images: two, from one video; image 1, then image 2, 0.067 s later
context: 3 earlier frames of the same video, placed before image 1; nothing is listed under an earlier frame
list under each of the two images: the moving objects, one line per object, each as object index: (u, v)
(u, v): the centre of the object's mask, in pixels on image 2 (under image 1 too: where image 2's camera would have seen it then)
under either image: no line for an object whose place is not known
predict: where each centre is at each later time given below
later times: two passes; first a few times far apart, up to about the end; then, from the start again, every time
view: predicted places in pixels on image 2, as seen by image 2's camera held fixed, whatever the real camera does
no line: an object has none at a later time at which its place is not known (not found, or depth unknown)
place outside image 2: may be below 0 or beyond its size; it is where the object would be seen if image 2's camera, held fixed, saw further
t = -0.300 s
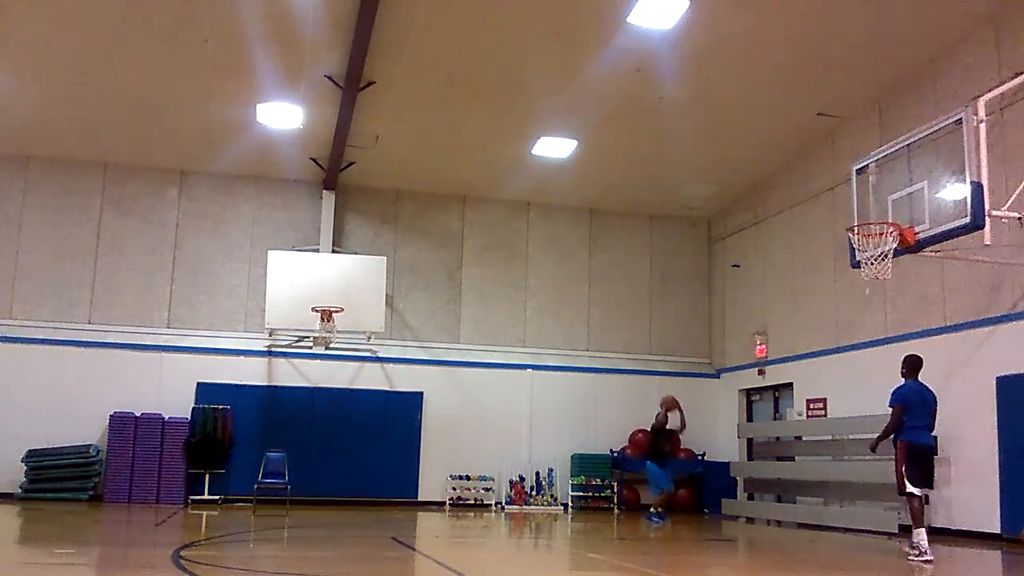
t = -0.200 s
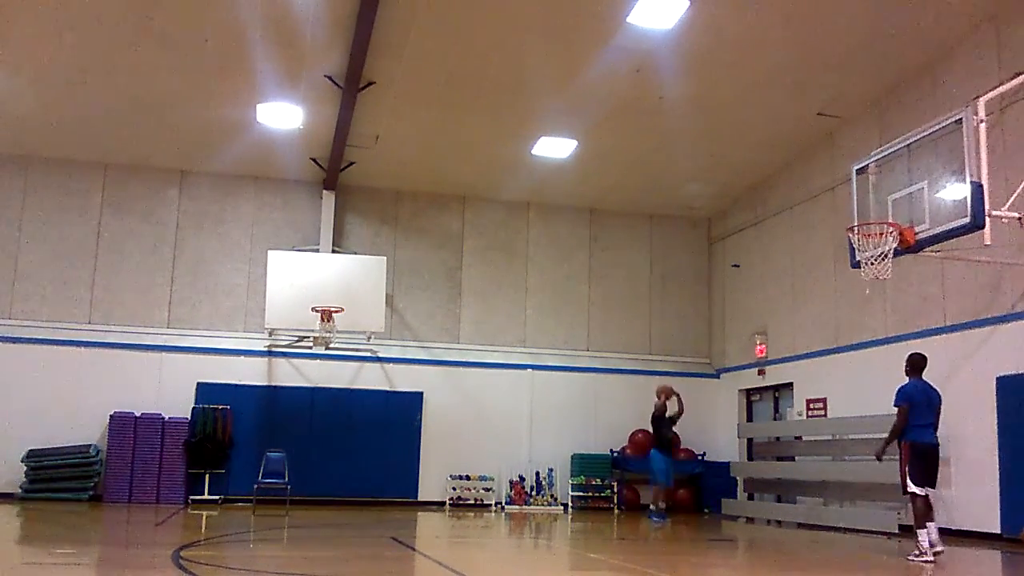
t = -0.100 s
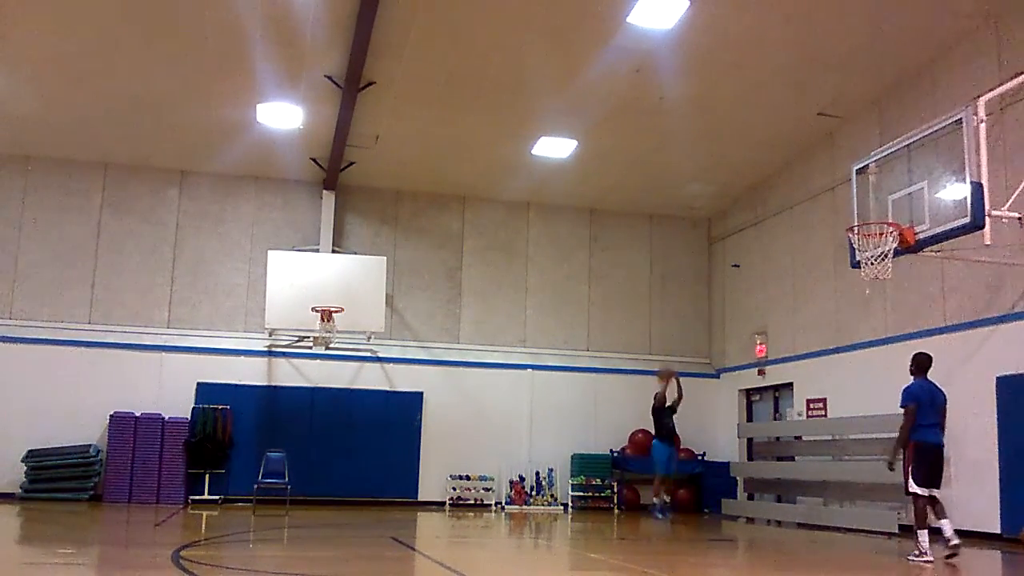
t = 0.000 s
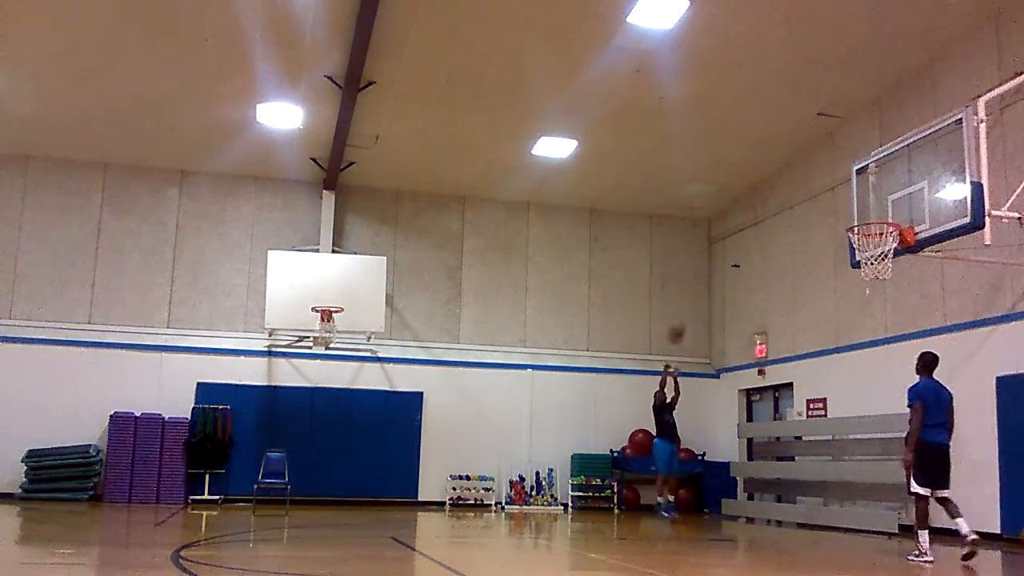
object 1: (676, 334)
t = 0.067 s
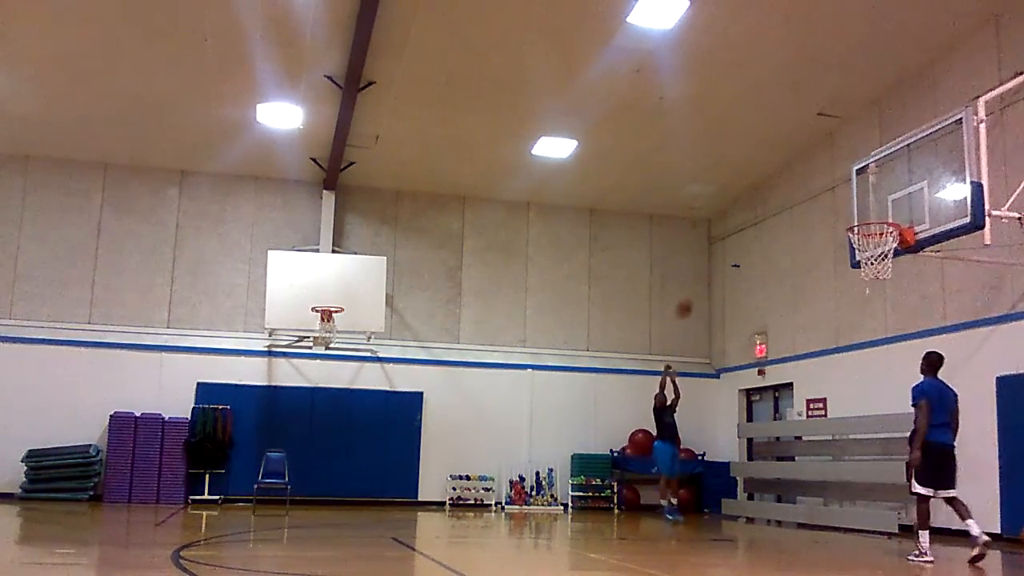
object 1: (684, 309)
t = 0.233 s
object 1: (707, 253)
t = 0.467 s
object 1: (741, 198)
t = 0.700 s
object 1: (783, 182)
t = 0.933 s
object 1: (832, 212)
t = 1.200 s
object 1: (782, 184)
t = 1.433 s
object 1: (720, 190)
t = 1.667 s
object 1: (659, 249)
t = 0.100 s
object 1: (689, 297)
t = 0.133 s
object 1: (693, 285)
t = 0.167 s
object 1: (698, 274)
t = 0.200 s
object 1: (701, 264)
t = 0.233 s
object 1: (707, 253)
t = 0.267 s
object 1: (712, 244)
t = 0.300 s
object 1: (716, 233)
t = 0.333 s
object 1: (720, 224)
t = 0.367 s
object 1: (726, 218)
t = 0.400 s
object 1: (731, 210)
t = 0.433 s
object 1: (737, 204)
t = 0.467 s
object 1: (741, 198)
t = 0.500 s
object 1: (747, 193)
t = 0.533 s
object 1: (753, 189)
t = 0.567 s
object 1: (759, 186)
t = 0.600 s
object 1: (764, 184)
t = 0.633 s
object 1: (770, 182)
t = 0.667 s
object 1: (776, 181)
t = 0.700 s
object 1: (783, 182)
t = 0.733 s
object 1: (789, 183)
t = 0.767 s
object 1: (796, 185)
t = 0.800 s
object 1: (803, 189)
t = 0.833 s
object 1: (810, 193)
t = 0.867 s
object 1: (818, 199)
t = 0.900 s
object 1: (824, 205)
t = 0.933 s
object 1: (832, 212)
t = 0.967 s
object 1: (839, 222)
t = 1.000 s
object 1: (836, 219)
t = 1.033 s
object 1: (827, 211)
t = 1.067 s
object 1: (819, 204)
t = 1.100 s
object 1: (809, 198)
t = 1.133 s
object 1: (800, 192)
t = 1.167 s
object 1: (791, 188)
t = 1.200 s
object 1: (782, 184)
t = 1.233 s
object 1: (773, 183)
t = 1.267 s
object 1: (764, 181)
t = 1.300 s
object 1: (754, 181)
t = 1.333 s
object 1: (746, 181)
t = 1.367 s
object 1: (737, 183)
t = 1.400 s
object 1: (728, 186)
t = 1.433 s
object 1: (720, 190)
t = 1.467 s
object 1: (712, 195)
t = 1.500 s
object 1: (702, 201)
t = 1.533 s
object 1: (693, 209)
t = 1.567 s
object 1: (684, 218)
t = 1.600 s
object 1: (676, 228)
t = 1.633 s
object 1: (668, 238)
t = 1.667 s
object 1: (659, 249)
